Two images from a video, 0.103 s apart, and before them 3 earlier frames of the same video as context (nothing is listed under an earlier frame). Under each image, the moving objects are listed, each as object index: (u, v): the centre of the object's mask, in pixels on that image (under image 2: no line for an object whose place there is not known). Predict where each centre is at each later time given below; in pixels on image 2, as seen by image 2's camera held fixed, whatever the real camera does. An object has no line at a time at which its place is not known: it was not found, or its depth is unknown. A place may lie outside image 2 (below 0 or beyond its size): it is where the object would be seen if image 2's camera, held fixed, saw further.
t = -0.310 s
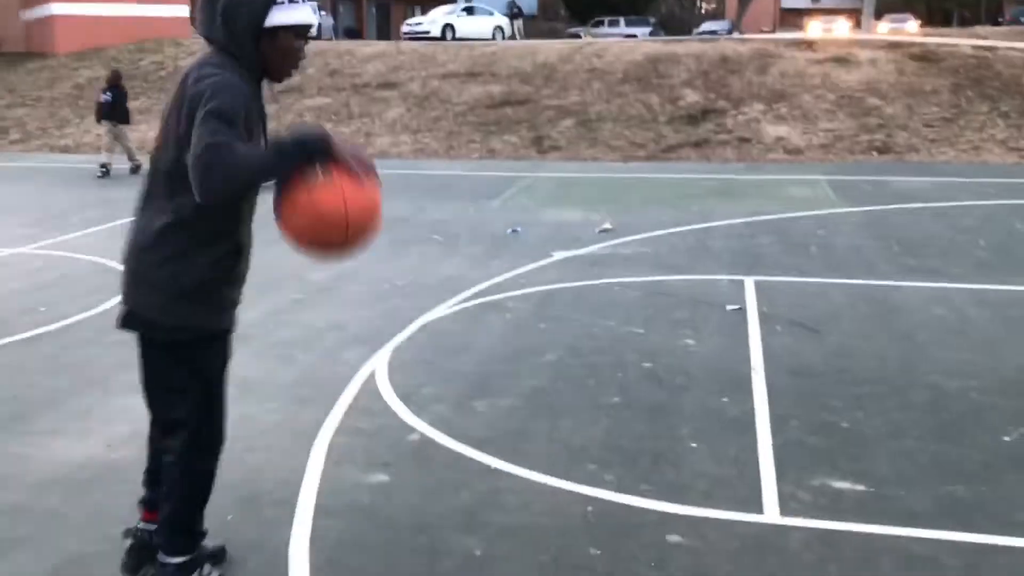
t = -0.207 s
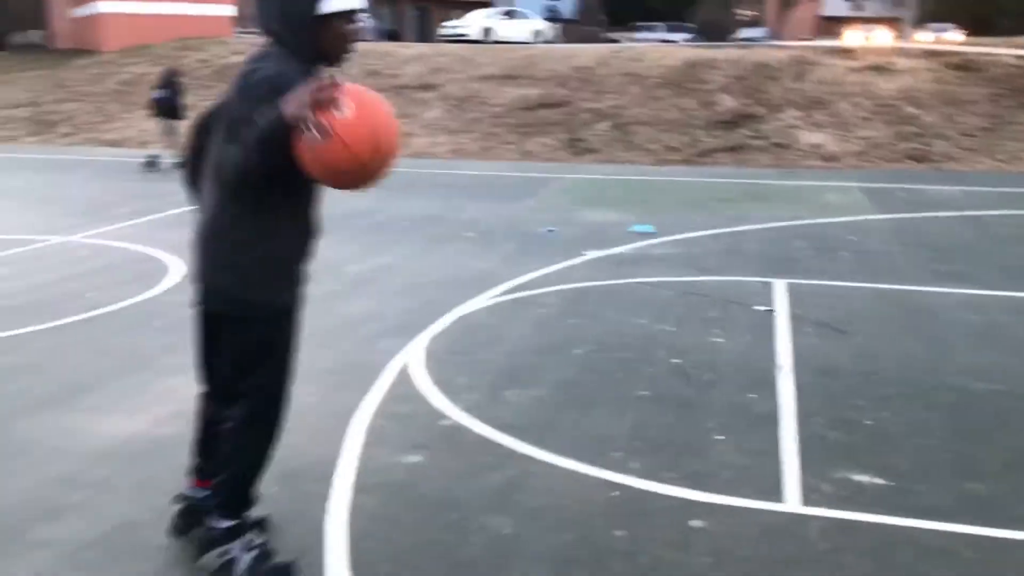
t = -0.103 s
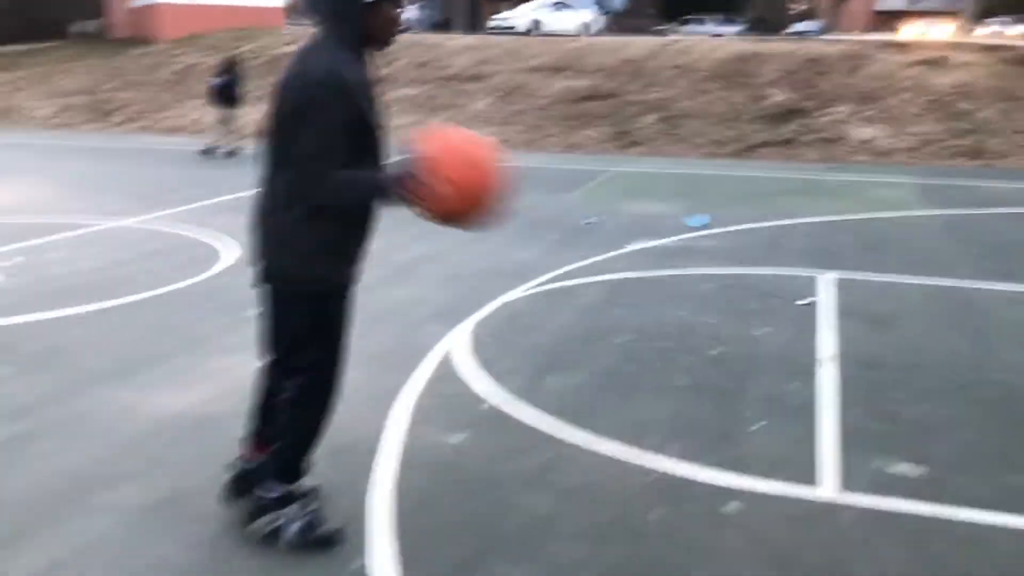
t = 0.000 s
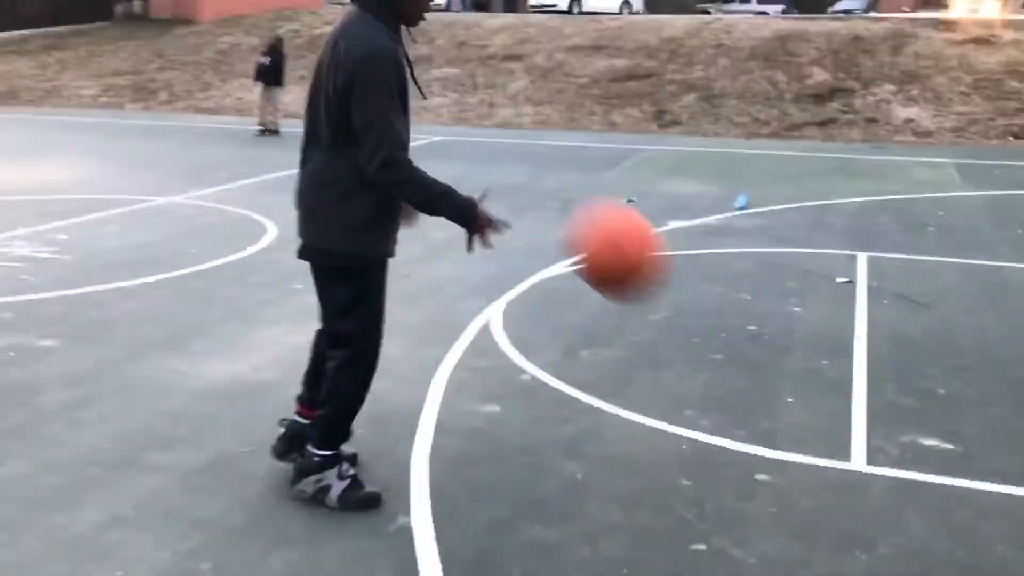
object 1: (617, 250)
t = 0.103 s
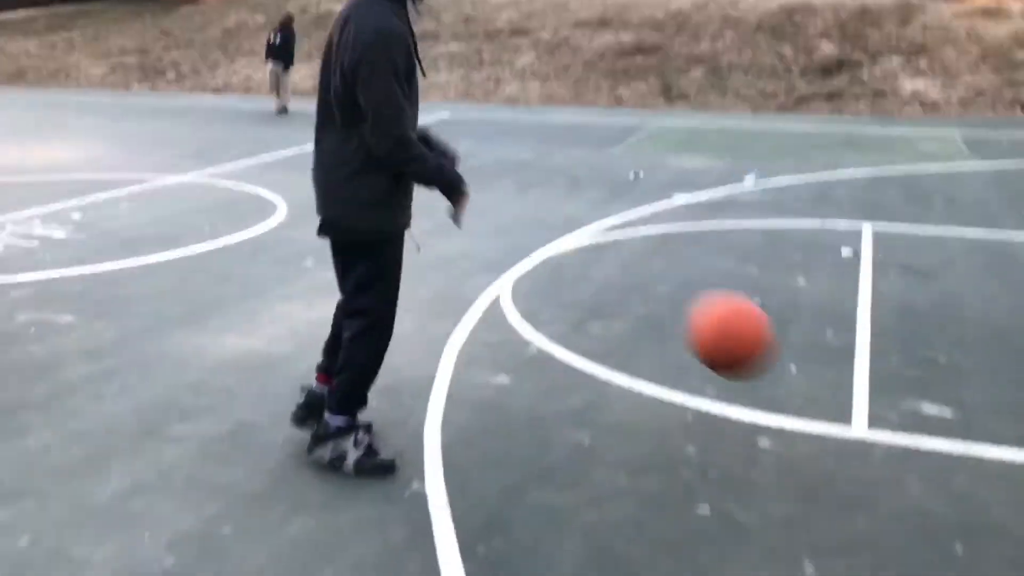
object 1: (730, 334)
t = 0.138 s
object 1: (761, 373)
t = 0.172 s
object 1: (791, 413)
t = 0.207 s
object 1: (810, 385)
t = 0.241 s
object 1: (826, 351)
